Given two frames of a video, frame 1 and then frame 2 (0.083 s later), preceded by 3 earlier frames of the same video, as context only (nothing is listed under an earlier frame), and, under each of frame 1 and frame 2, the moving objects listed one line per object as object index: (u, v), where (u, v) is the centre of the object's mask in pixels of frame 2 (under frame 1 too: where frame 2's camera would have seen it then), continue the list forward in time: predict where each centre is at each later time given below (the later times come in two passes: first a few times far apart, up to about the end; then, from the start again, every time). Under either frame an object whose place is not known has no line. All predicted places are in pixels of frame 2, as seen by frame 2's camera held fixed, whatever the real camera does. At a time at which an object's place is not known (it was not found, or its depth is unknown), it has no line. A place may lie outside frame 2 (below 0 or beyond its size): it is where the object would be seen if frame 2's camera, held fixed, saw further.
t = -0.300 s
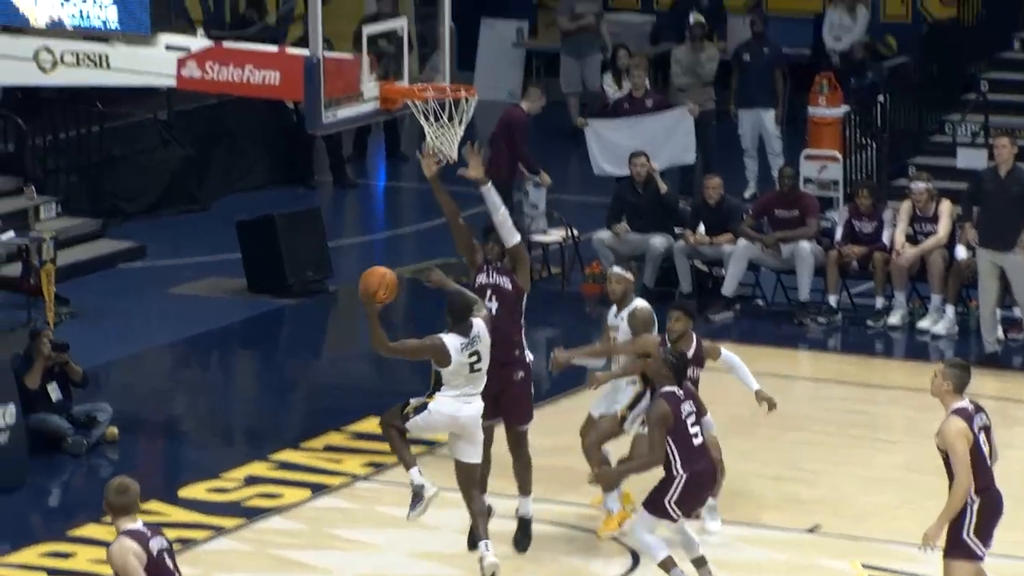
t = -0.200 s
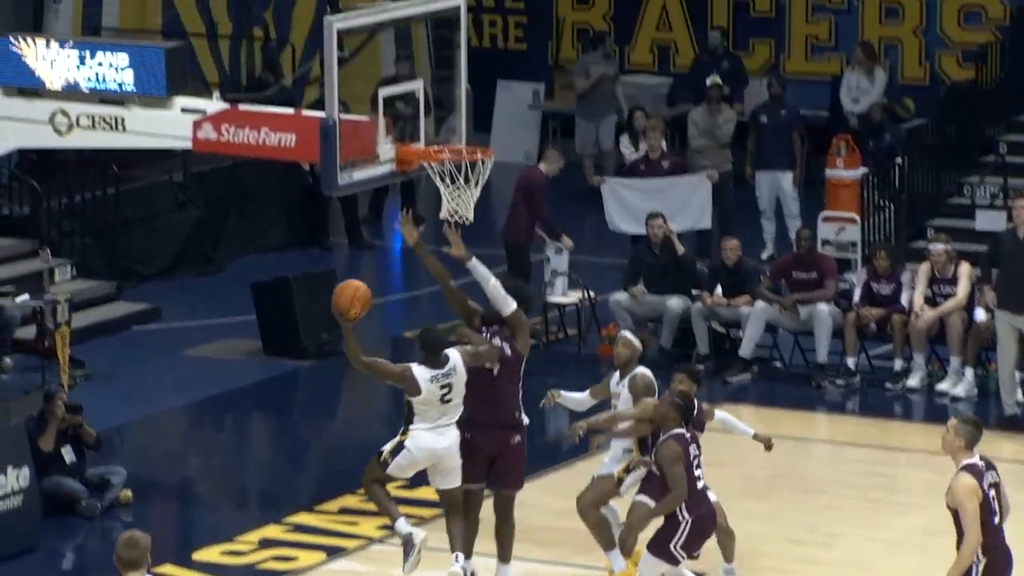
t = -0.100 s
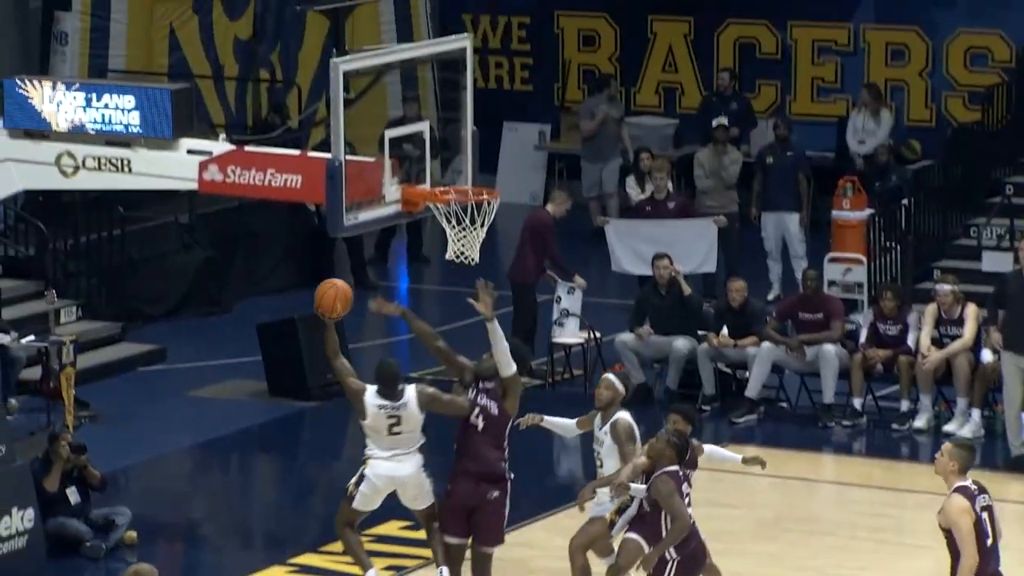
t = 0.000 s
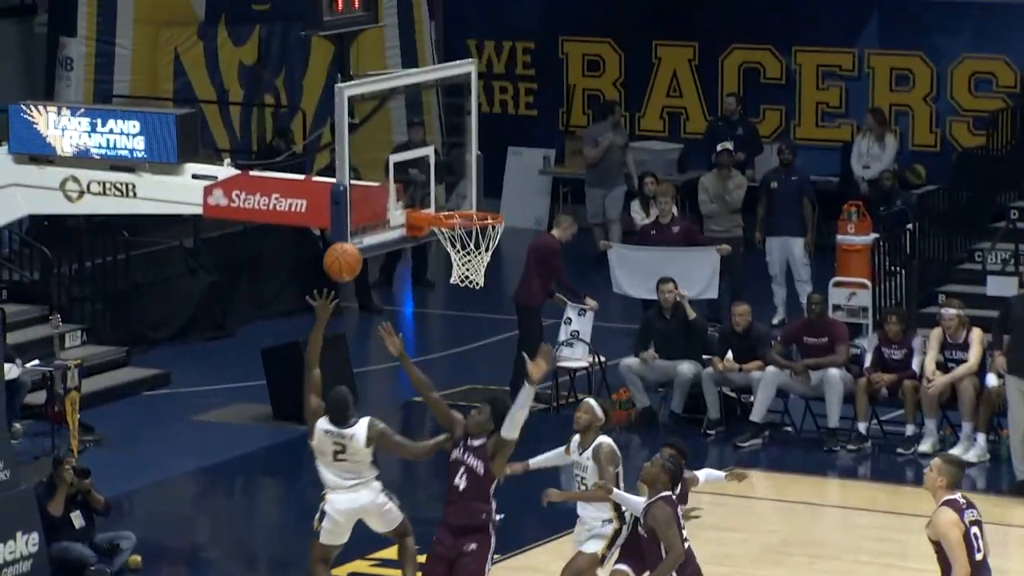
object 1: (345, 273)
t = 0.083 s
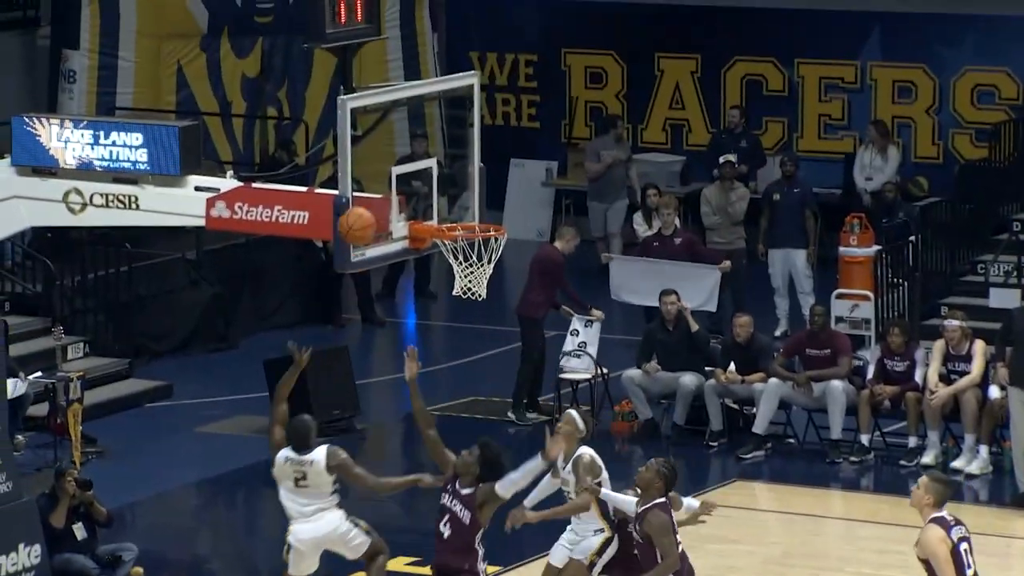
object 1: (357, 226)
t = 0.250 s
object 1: (379, 168)
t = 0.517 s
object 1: (431, 171)
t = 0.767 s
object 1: (483, 264)
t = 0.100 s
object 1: (359, 218)
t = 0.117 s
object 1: (361, 211)
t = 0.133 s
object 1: (363, 203)
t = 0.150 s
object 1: (365, 195)
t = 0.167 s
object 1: (368, 189)
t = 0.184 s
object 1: (370, 184)
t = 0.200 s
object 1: (372, 180)
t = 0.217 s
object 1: (375, 175)
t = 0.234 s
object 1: (377, 170)
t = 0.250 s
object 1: (379, 168)
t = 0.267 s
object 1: (381, 164)
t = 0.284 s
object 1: (384, 161)
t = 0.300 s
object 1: (386, 158)
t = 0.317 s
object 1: (389, 156)
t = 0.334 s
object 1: (391, 154)
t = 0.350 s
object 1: (395, 154)
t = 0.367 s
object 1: (399, 153)
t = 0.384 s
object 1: (403, 153)
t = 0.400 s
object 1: (407, 154)
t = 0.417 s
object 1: (409, 155)
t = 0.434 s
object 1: (413, 157)
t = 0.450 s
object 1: (416, 159)
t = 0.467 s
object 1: (420, 161)
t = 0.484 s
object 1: (423, 163)
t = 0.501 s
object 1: (428, 167)
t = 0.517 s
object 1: (431, 171)
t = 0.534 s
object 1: (435, 175)
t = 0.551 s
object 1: (438, 179)
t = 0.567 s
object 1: (442, 184)
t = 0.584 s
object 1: (445, 189)
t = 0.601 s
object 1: (449, 194)
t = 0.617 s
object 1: (452, 202)
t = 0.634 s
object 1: (456, 207)
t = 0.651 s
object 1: (460, 214)
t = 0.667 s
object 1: (464, 219)
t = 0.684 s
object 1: (467, 227)
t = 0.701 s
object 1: (471, 236)
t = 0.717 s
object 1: (474, 245)
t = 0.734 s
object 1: (477, 253)
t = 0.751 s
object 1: (479, 254)
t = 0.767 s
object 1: (483, 264)
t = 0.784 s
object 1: (484, 267)
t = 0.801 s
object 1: (487, 273)
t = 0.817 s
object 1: (488, 275)
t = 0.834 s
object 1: (489, 279)
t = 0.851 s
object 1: (490, 285)
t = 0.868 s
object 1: (491, 289)
